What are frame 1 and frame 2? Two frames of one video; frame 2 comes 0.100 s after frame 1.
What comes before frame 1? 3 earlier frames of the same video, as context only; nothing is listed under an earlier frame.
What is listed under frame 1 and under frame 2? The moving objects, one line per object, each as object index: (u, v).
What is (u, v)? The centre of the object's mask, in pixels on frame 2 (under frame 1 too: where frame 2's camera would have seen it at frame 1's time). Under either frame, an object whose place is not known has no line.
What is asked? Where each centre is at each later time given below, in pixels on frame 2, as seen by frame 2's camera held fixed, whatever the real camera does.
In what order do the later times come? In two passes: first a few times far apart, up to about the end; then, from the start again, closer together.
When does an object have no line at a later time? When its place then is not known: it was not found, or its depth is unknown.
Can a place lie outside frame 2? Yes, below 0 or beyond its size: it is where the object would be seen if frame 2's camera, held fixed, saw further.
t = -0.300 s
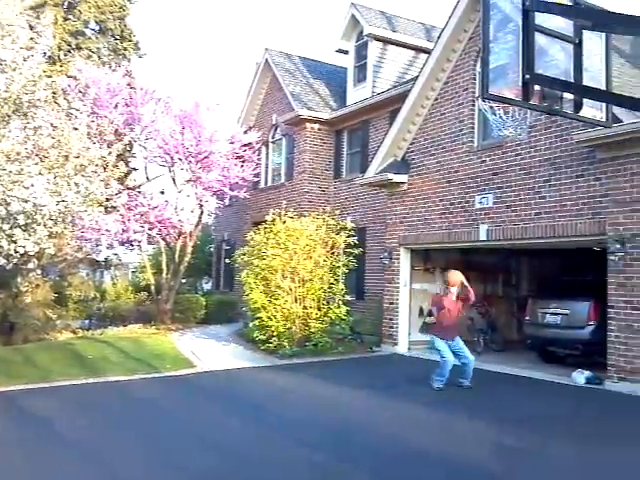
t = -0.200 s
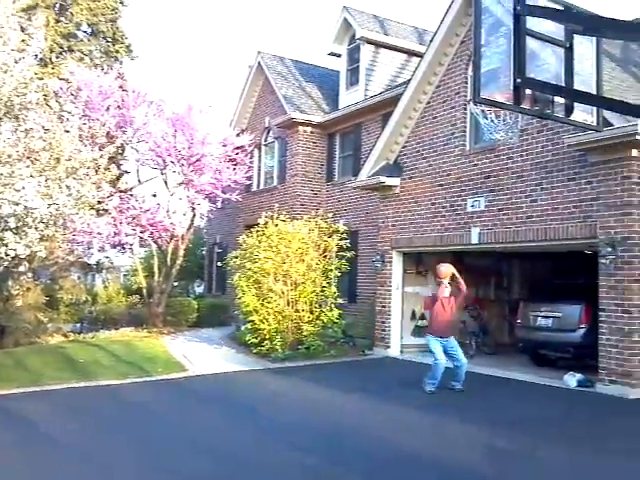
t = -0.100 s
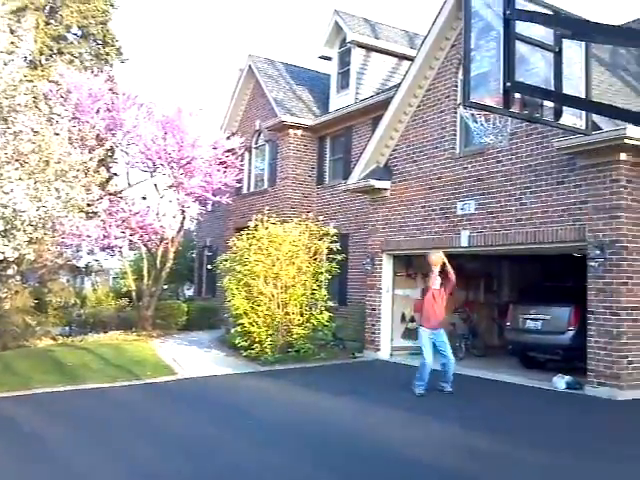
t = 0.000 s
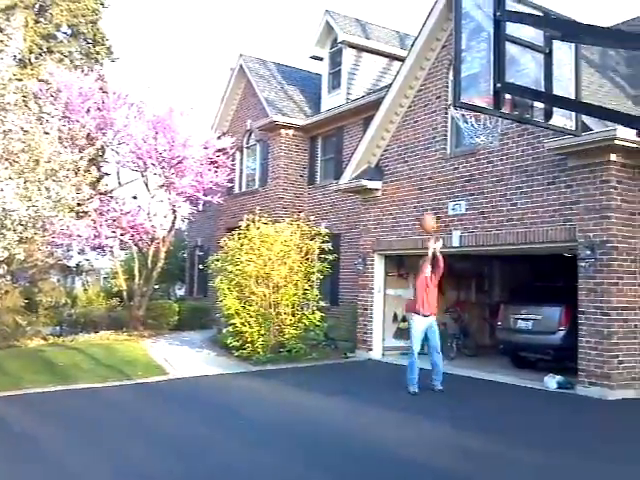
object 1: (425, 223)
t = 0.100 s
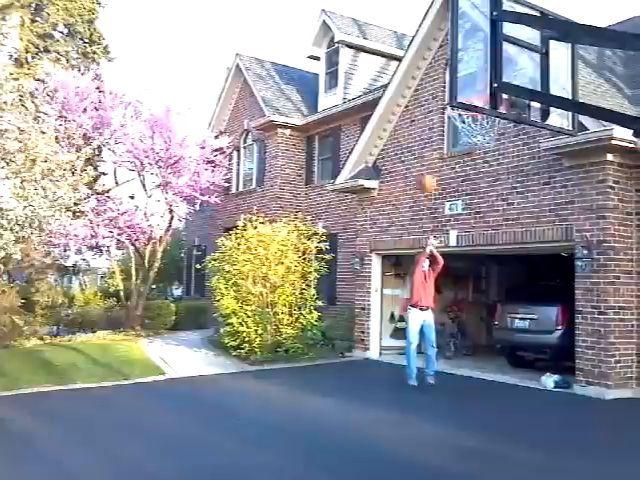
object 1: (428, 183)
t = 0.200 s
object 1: (431, 150)
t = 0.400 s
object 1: (439, 93)
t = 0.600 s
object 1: (444, 55)
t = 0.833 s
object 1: (455, 52)
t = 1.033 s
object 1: (469, 115)
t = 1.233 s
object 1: (492, 132)
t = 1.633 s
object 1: (501, 269)
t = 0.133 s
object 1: (428, 169)
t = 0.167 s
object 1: (429, 159)
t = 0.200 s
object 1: (431, 150)
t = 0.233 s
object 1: (433, 135)
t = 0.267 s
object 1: (436, 125)
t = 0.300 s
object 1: (437, 116)
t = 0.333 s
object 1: (438, 107)
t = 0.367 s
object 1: (438, 100)
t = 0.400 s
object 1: (439, 93)
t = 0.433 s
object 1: (439, 82)
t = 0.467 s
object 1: (440, 75)
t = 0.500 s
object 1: (441, 70)
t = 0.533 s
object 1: (442, 63)
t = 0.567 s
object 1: (443, 58)
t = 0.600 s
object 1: (444, 55)
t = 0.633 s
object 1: (444, 51)
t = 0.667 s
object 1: (445, 50)
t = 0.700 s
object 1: (445, 49)
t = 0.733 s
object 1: (446, 49)
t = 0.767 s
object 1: (446, 48)
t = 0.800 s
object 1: (447, 50)
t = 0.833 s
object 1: (455, 52)
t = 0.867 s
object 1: (459, 53)
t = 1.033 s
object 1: (469, 115)
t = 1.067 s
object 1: (472, 121)
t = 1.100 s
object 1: (471, 123)
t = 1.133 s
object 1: (478, 125)
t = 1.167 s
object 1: (485, 129)
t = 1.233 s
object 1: (492, 132)
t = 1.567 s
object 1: (498, 231)
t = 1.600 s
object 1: (500, 249)
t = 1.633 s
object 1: (501, 269)
